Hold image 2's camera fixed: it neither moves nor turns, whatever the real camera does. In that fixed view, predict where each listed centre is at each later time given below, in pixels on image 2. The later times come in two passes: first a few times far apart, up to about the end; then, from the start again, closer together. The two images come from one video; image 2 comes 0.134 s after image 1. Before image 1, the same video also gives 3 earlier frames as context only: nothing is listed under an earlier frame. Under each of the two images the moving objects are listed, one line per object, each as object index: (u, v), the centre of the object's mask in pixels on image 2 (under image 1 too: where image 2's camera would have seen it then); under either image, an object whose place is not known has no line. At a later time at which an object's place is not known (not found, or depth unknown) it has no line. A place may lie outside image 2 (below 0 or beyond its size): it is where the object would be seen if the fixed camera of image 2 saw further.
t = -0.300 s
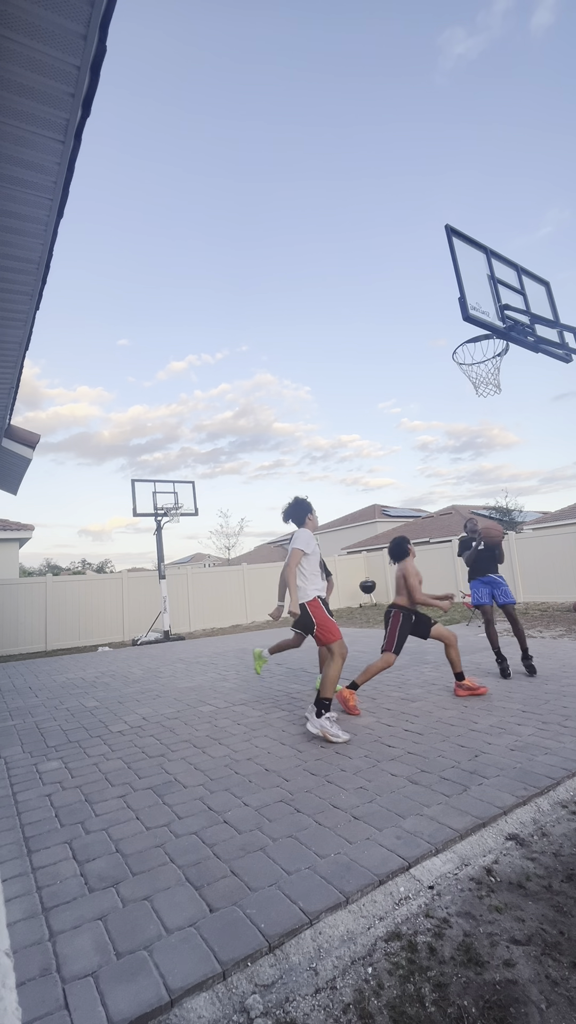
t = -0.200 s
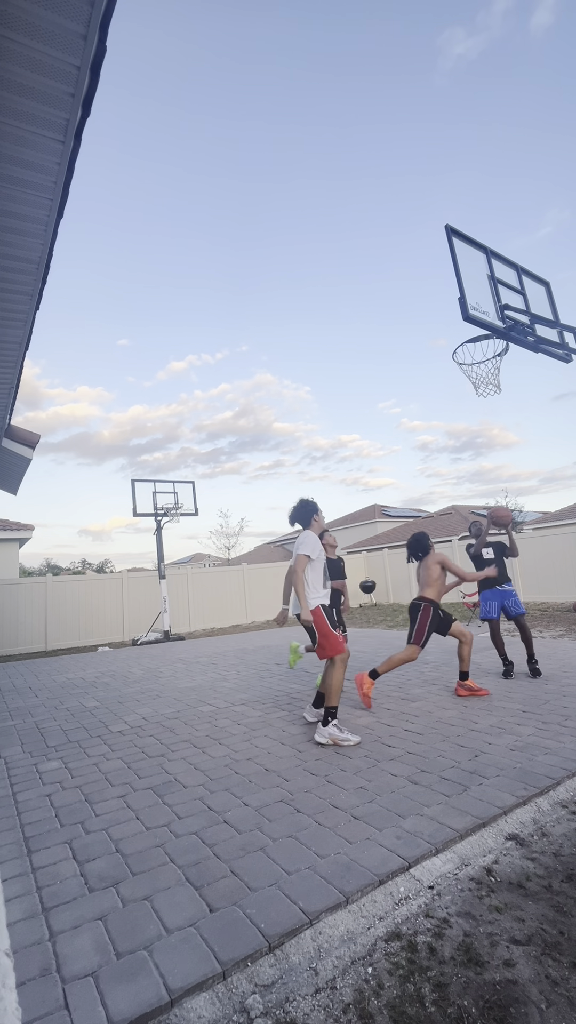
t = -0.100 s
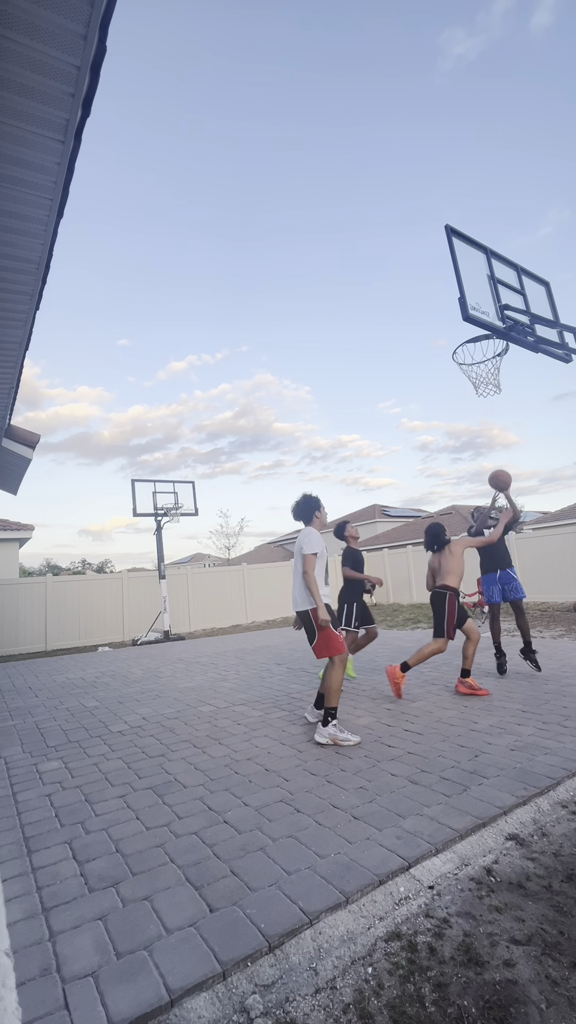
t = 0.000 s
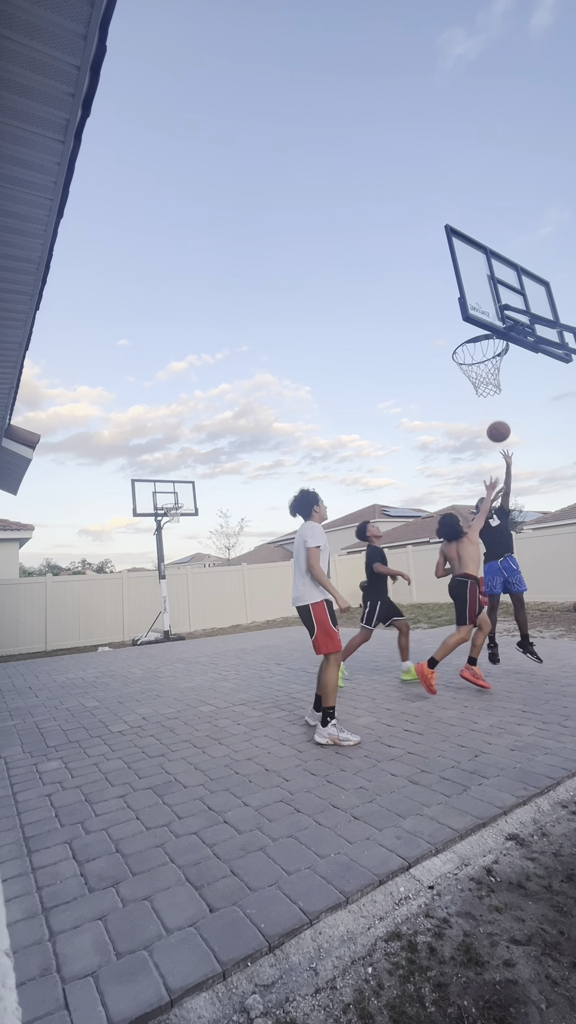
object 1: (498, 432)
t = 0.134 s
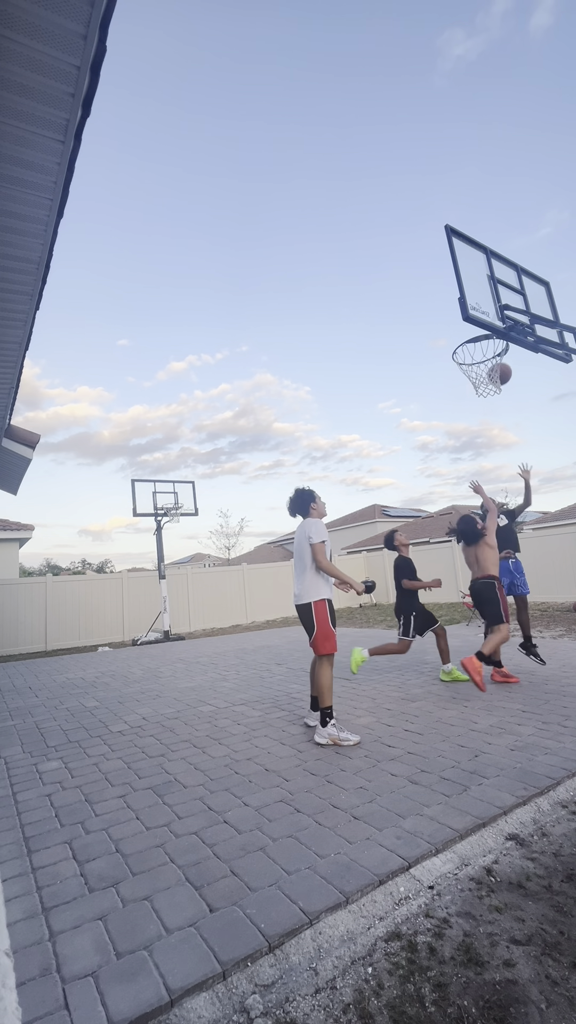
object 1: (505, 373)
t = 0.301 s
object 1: (496, 317)
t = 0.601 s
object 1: (484, 320)
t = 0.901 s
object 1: (491, 378)
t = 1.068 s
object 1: (507, 420)
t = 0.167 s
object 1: (502, 361)
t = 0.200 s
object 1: (500, 350)
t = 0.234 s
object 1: (497, 344)
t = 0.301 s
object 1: (496, 317)
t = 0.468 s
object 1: (503, 297)
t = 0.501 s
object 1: (496, 302)
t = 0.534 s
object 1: (490, 309)
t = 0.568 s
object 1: (489, 312)
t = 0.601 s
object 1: (484, 320)
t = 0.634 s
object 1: (477, 334)
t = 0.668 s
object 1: (476, 340)
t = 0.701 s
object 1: (472, 352)
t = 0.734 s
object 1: (472, 356)
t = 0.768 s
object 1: (476, 359)
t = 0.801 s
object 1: (480, 364)
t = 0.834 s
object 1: (484, 369)
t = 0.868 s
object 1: (488, 374)
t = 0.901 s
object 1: (491, 378)
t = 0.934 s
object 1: (494, 384)
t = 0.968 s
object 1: (496, 391)
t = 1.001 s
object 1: (500, 399)
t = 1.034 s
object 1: (503, 408)
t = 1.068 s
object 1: (507, 420)
